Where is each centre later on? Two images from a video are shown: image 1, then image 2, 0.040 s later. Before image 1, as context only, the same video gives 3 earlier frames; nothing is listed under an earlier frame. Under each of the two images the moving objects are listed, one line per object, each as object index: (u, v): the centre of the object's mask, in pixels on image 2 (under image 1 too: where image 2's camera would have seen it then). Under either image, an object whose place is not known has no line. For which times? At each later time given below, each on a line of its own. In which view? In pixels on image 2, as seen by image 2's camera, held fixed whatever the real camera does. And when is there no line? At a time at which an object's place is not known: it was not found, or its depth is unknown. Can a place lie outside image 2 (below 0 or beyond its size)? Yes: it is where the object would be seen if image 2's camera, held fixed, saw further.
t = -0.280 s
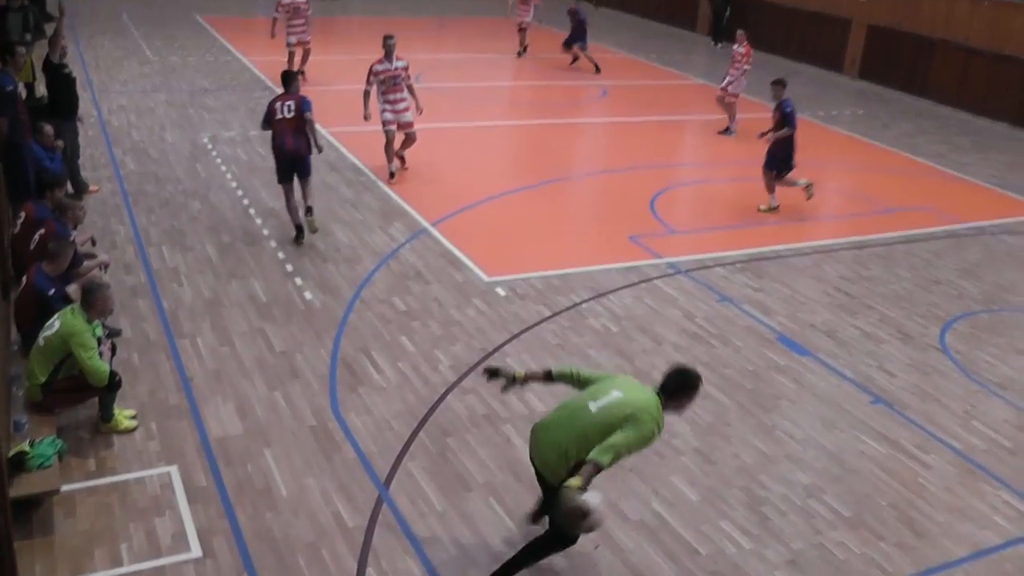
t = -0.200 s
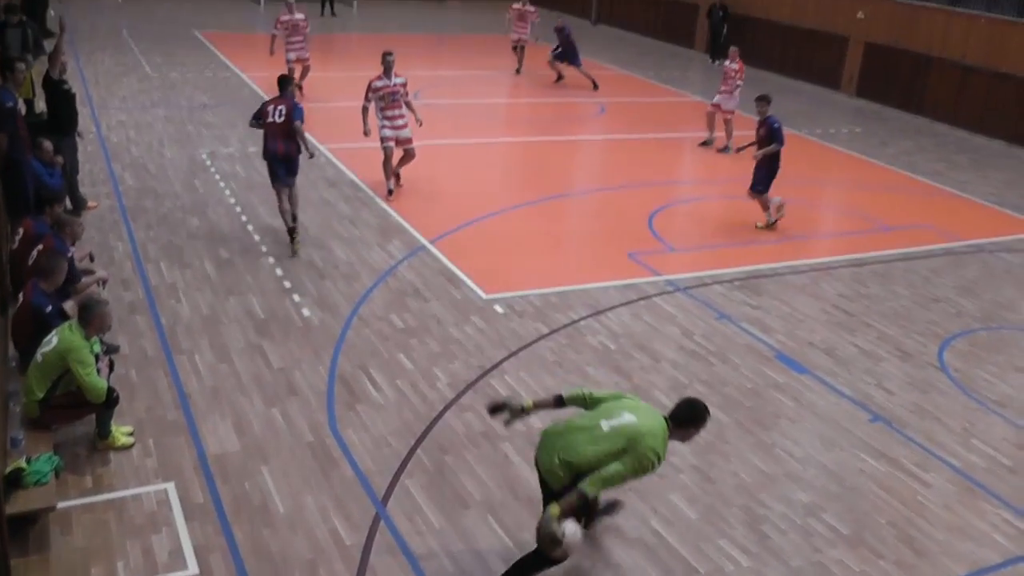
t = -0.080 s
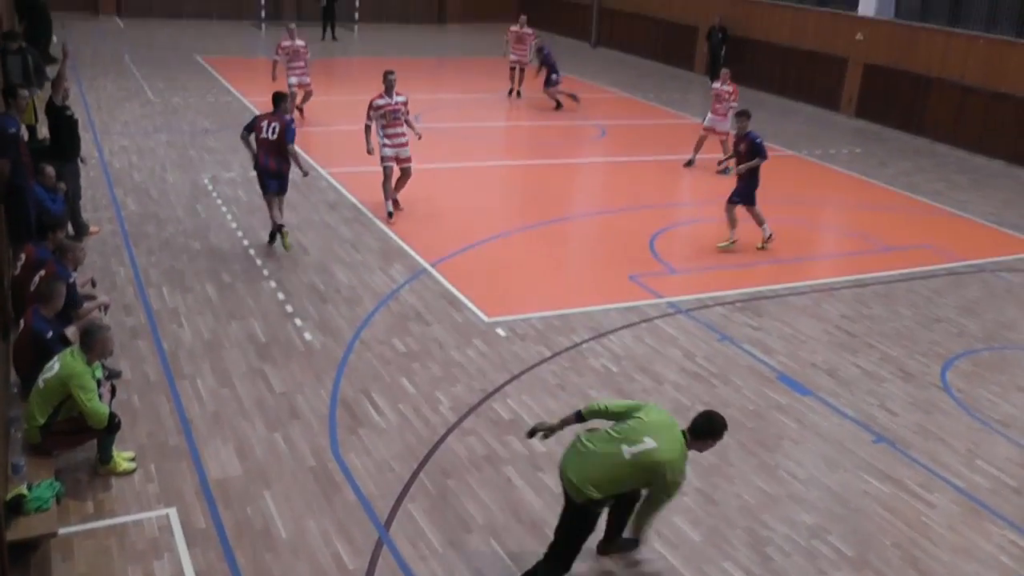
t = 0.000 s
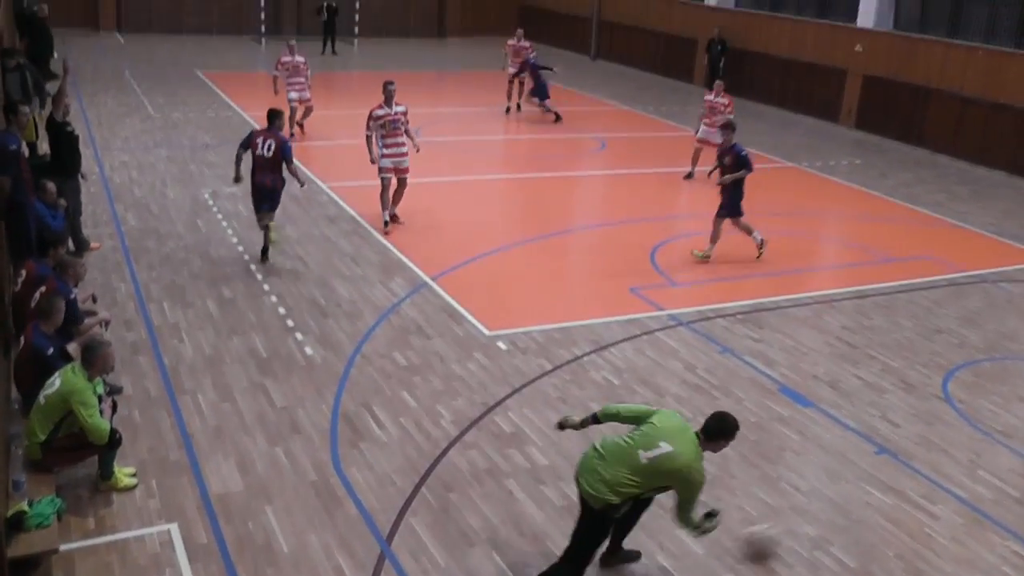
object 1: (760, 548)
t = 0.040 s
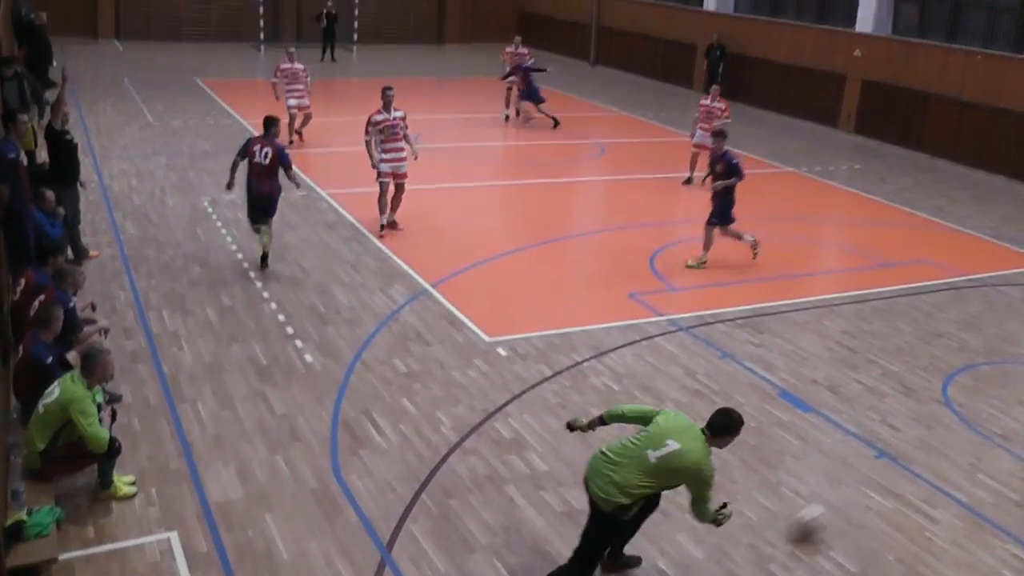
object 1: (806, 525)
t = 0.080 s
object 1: (849, 502)
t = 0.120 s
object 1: (882, 483)
